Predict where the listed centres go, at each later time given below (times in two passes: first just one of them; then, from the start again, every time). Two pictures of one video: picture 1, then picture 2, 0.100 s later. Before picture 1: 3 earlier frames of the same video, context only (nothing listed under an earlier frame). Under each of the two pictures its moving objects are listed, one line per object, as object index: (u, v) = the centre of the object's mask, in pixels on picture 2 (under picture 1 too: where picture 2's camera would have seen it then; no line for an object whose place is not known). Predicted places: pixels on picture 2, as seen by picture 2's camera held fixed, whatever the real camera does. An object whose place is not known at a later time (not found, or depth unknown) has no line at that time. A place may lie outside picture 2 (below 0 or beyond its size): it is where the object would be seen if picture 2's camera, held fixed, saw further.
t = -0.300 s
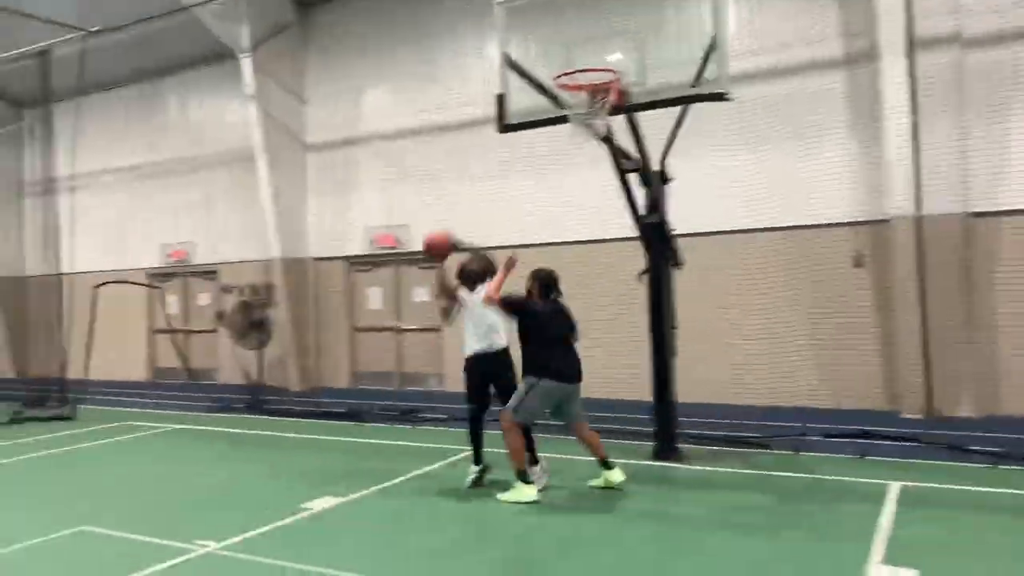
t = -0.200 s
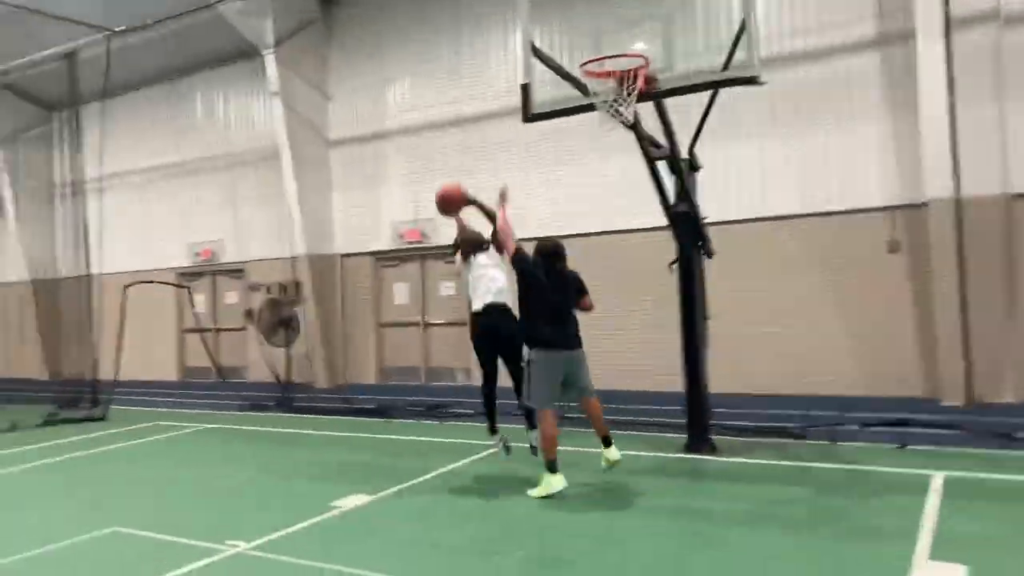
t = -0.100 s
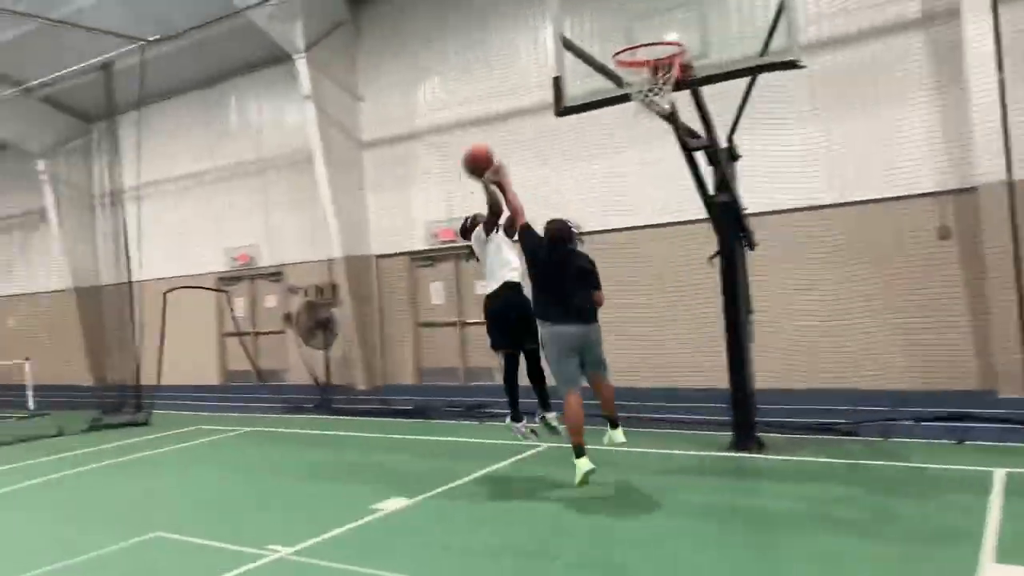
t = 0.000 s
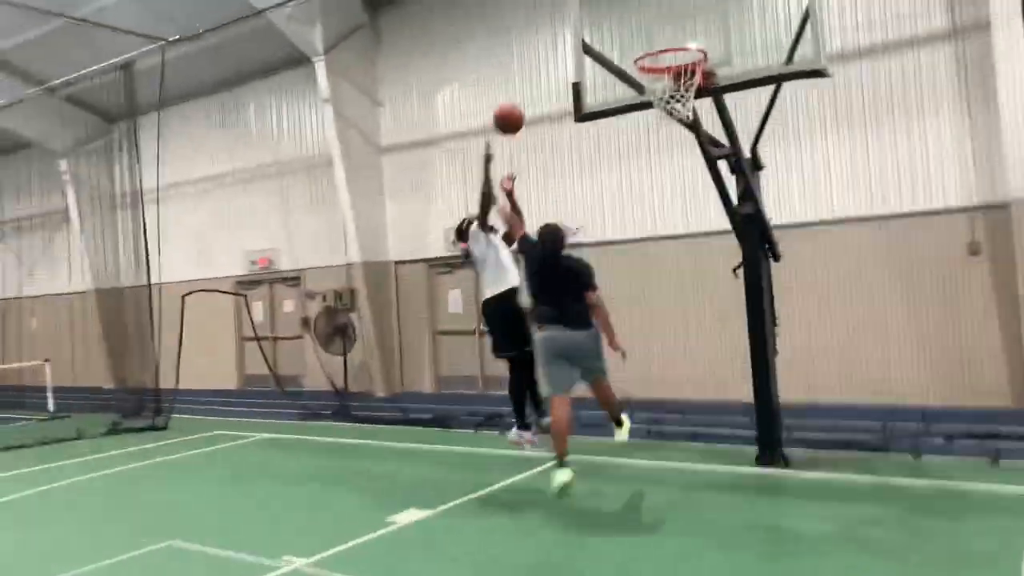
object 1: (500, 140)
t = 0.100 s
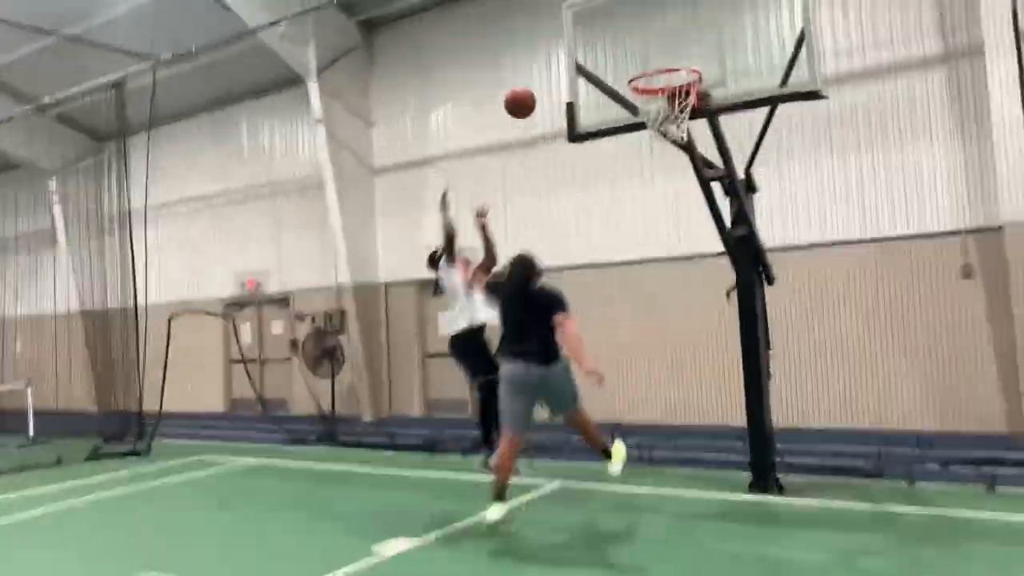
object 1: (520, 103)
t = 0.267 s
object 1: (553, 71)
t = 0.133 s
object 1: (526, 94)
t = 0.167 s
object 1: (533, 87)
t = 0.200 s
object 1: (539, 81)
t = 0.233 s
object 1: (546, 75)
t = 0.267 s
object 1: (553, 71)
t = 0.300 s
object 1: (559, 69)
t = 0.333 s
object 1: (566, 68)
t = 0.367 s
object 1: (573, 68)
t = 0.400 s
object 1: (580, 70)
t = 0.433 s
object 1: (587, 72)
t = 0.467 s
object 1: (595, 77)
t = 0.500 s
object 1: (602, 83)
